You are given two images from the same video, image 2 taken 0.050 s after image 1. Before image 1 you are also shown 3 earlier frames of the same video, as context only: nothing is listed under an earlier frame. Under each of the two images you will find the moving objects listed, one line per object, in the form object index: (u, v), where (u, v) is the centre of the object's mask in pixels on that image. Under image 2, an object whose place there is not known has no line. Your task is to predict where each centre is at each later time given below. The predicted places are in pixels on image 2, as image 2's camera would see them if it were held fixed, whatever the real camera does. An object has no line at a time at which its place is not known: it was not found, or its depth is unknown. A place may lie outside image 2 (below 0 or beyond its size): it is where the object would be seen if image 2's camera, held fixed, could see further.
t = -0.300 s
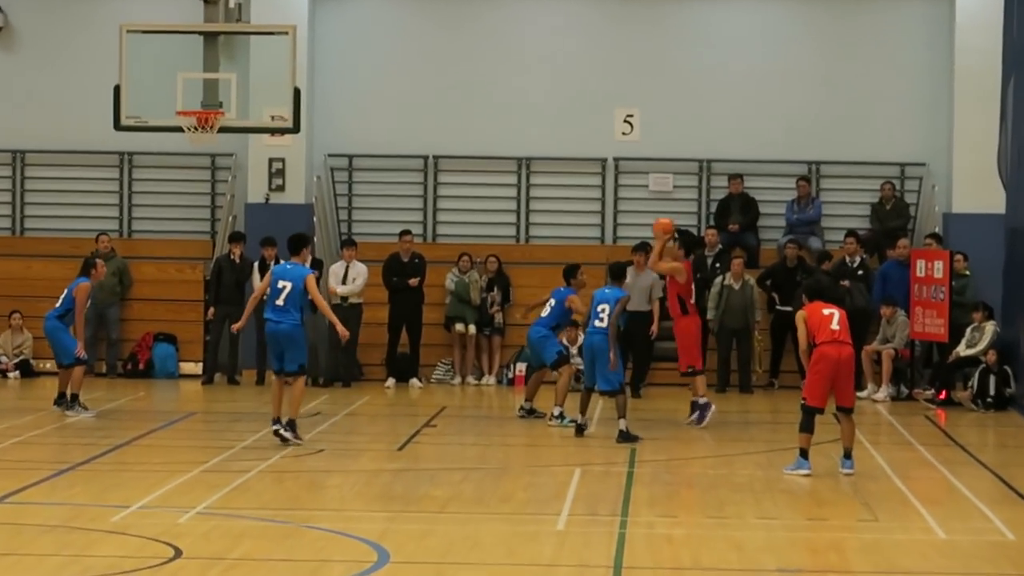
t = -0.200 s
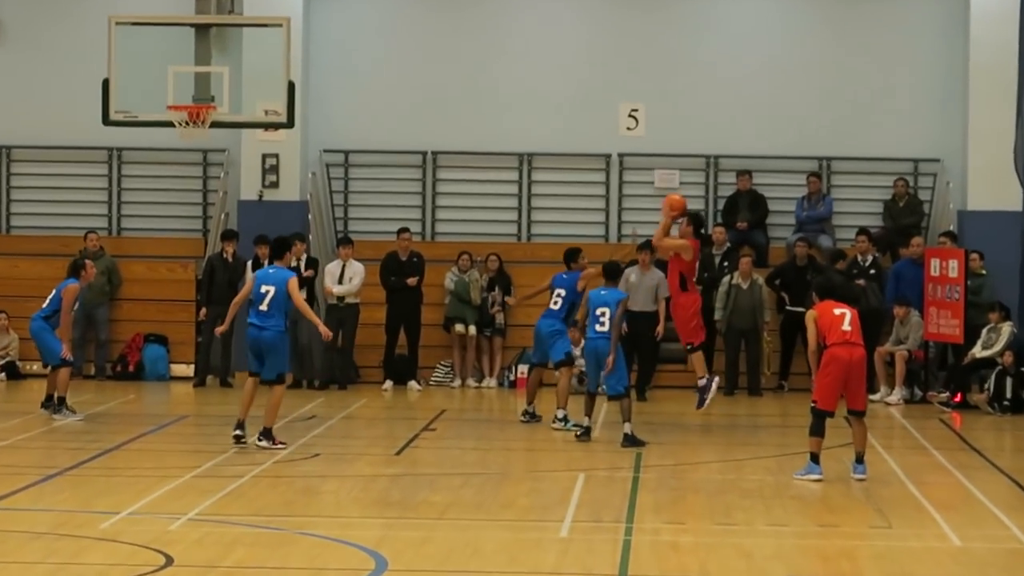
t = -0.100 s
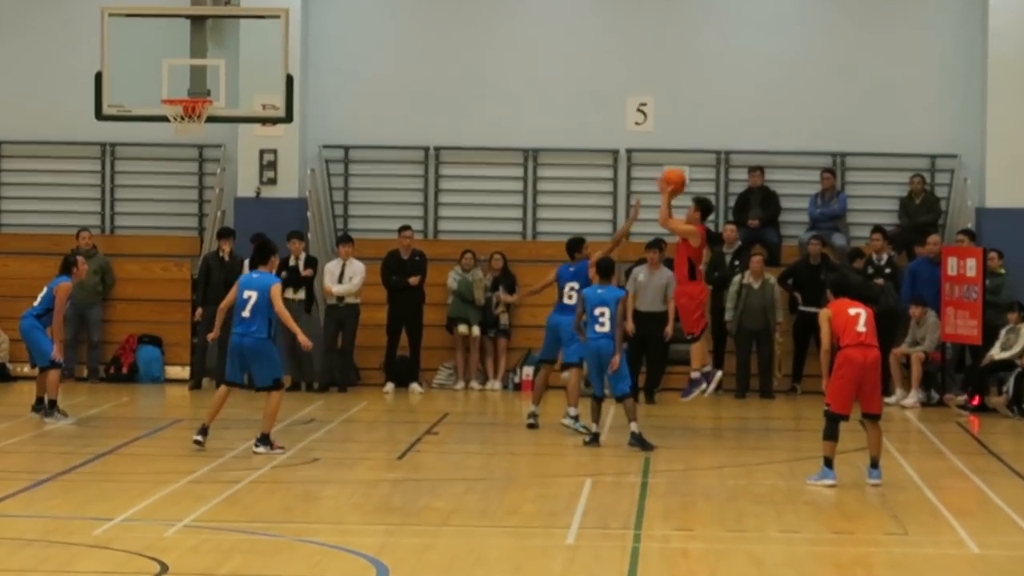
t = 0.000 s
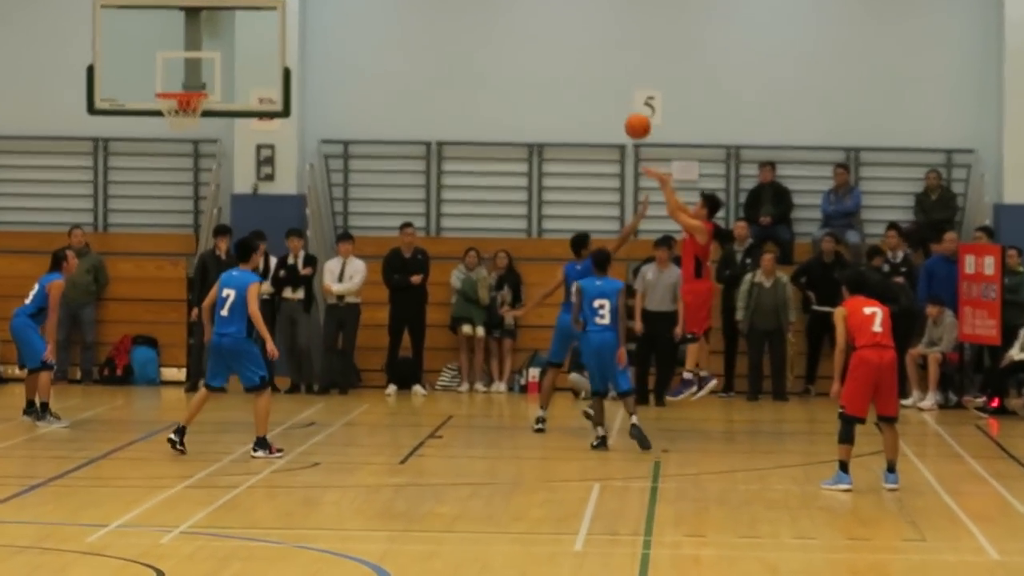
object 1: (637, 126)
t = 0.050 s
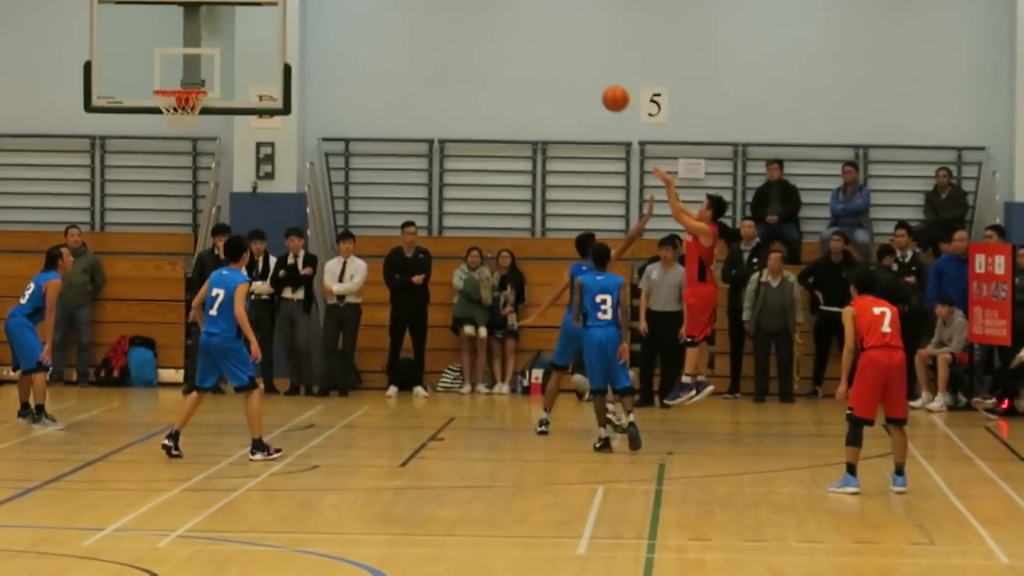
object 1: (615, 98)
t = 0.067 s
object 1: (606, 90)
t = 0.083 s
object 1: (597, 83)
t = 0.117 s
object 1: (577, 69)
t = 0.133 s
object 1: (568, 62)
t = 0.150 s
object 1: (559, 56)
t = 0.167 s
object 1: (550, 50)
